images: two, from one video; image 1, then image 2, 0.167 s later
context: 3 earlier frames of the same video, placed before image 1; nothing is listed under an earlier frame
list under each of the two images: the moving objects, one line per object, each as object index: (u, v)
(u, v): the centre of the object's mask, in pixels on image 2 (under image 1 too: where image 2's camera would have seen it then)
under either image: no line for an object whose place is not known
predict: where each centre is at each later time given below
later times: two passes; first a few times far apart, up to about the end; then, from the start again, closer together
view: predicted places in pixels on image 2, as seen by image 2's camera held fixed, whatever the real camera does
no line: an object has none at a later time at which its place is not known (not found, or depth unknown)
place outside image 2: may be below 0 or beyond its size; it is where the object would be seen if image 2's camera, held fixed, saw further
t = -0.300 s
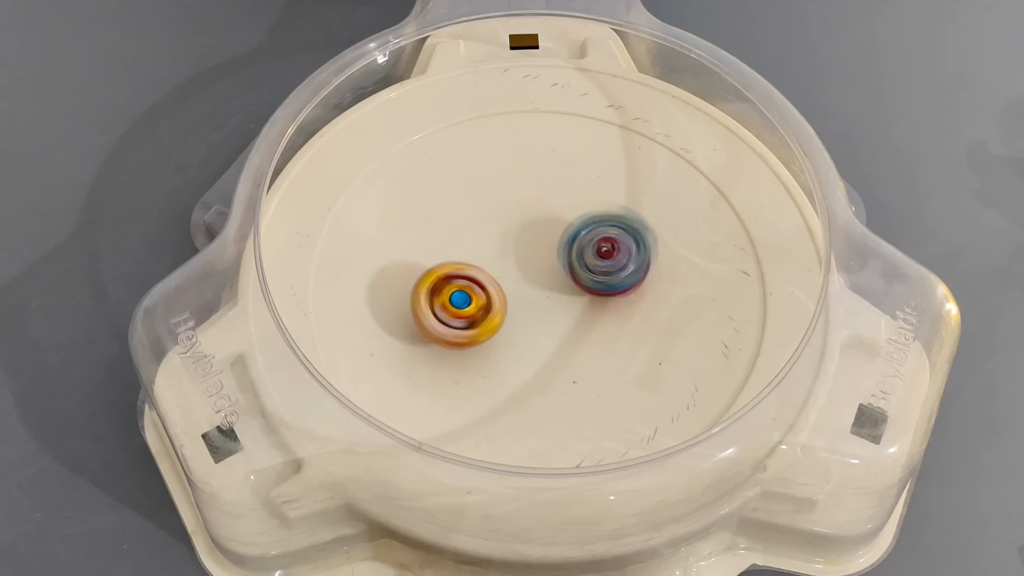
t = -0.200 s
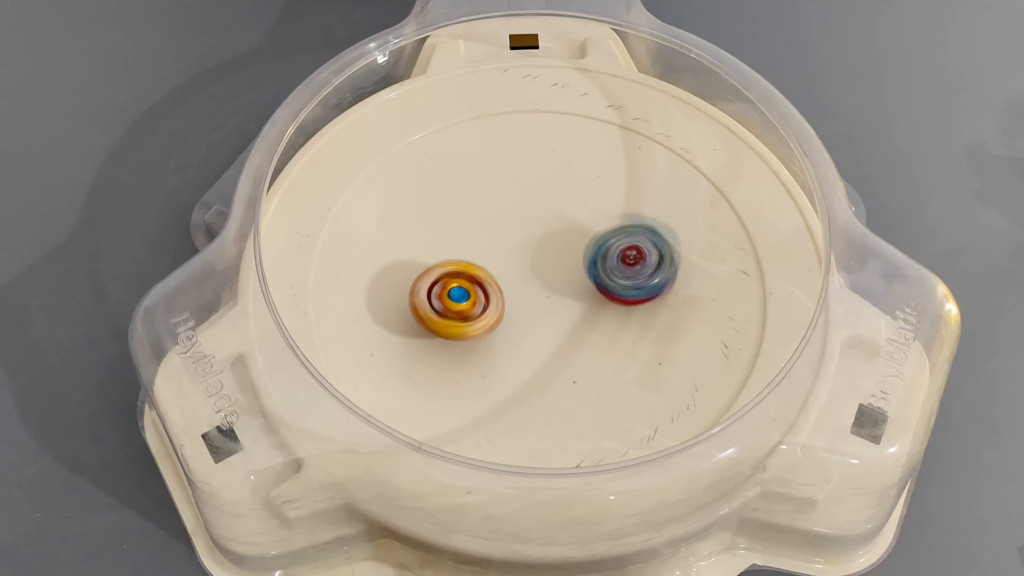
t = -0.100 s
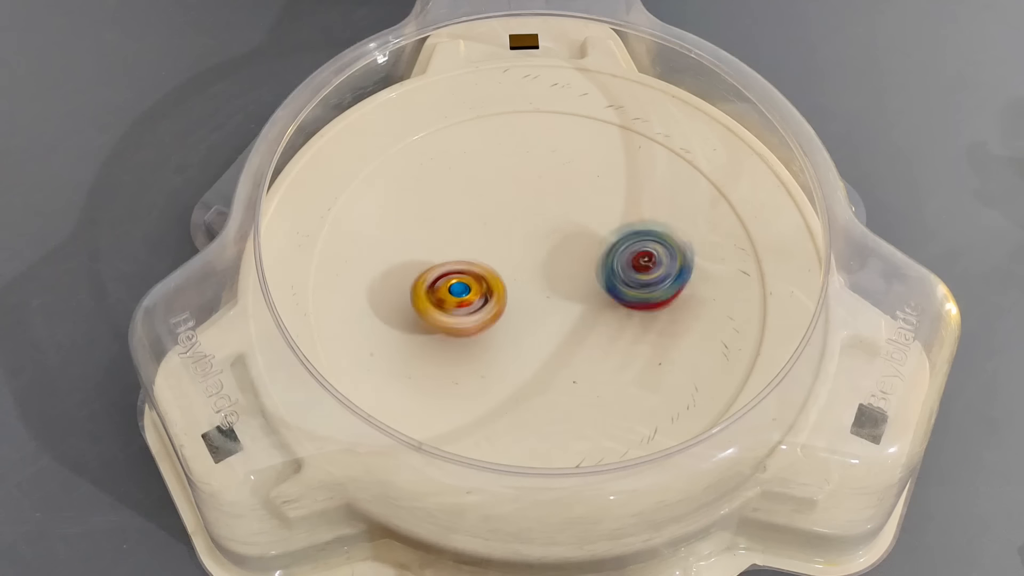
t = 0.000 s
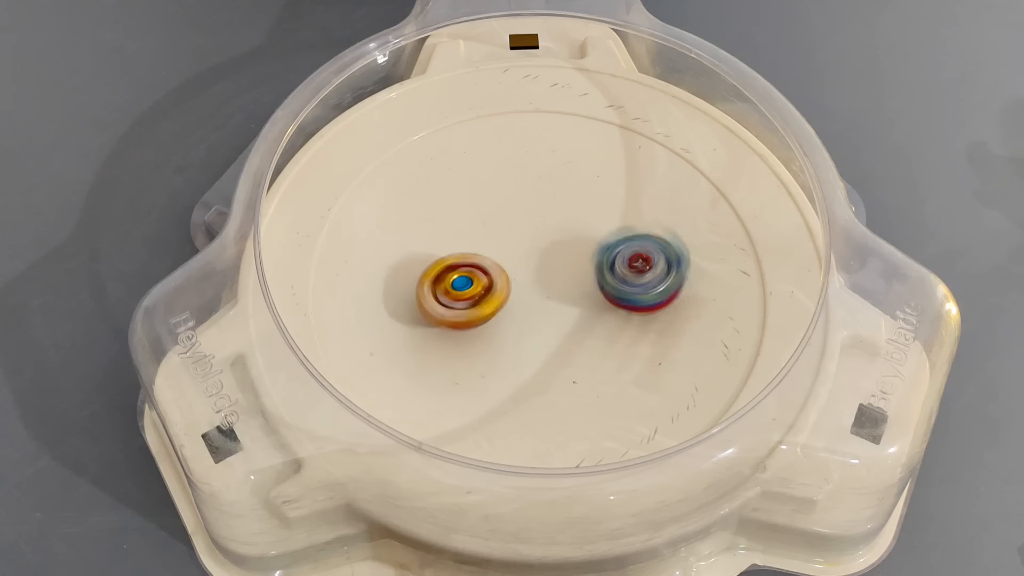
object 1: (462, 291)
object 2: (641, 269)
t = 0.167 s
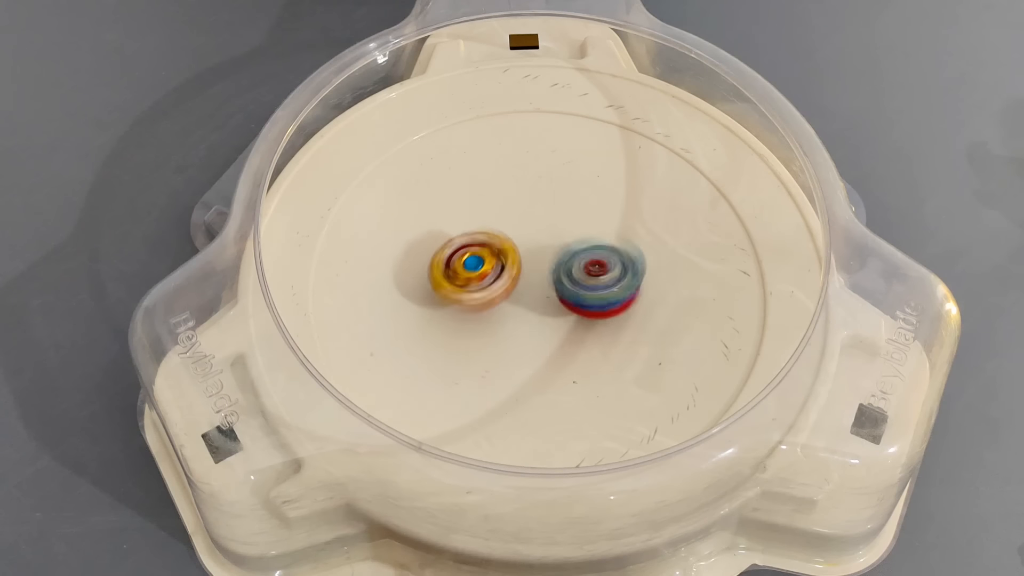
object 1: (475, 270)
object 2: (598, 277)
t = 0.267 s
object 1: (478, 249)
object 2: (571, 279)
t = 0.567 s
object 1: (456, 225)
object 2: (557, 274)
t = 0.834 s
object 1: (455, 222)
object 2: (592, 298)
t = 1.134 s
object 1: (492, 237)
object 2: (572, 313)
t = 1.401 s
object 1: (526, 211)
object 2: (565, 290)
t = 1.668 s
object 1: (521, 210)
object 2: (571, 285)
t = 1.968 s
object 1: (510, 230)
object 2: (563, 307)
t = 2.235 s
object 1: (510, 236)
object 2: (545, 325)
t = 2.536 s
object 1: (517, 262)
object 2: (563, 323)
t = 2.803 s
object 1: (526, 265)
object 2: (567, 322)
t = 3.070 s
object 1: (526, 265)
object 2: (567, 322)
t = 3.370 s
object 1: (526, 266)
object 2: (567, 322)
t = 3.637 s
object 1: (526, 266)
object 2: (567, 322)
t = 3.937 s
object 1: (526, 266)
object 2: (567, 322)
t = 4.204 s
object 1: (526, 266)
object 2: (566, 323)
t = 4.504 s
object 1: (526, 266)
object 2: (567, 322)
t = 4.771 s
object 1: (526, 266)
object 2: (566, 322)
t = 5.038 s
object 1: (526, 266)
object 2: (567, 322)
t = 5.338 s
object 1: (526, 266)
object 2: (566, 322)
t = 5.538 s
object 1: (526, 266)
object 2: (567, 322)
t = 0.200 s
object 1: (475, 264)
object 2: (589, 279)
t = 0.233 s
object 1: (476, 258)
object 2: (580, 279)
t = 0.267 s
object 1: (478, 249)
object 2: (571, 279)
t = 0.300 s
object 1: (467, 246)
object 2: (572, 280)
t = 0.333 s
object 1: (464, 240)
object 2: (572, 279)
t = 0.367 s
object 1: (459, 236)
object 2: (572, 280)
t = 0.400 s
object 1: (455, 231)
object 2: (568, 278)
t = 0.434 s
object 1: (453, 227)
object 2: (568, 278)
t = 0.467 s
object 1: (452, 228)
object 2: (566, 276)
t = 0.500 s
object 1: (454, 228)
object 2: (562, 276)
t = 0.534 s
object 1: (456, 226)
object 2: (561, 275)
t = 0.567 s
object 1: (456, 225)
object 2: (557, 274)
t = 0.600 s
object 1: (458, 225)
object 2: (554, 272)
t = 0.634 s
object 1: (460, 229)
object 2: (549, 271)
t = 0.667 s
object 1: (462, 231)
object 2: (549, 270)
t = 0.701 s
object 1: (465, 230)
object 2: (549, 272)
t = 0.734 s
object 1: (463, 230)
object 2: (557, 275)
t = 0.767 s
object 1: (457, 230)
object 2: (570, 286)
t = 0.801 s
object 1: (457, 223)
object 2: (583, 291)
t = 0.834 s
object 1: (455, 222)
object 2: (592, 298)
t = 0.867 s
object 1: (456, 224)
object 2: (596, 305)
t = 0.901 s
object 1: (460, 224)
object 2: (597, 310)
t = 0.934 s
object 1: (465, 224)
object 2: (597, 311)
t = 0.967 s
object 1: (464, 226)
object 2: (597, 312)
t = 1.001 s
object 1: (467, 228)
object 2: (595, 314)
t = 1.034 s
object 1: (472, 232)
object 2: (593, 315)
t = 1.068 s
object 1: (477, 233)
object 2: (589, 315)
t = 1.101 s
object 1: (486, 235)
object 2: (580, 315)
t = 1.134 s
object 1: (492, 237)
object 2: (572, 313)
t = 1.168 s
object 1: (500, 236)
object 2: (567, 310)
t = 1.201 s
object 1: (512, 235)
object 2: (566, 308)
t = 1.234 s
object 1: (514, 230)
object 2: (566, 310)
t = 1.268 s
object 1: (518, 226)
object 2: (564, 308)
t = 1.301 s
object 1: (523, 223)
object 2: (562, 302)
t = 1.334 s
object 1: (526, 218)
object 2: (563, 297)
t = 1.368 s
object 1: (529, 213)
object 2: (564, 293)
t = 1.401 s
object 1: (526, 211)
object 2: (565, 290)
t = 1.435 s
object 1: (528, 208)
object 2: (564, 284)
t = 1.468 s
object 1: (529, 206)
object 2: (564, 277)
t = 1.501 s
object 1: (528, 205)
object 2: (566, 276)
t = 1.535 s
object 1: (528, 205)
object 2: (565, 277)
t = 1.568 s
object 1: (526, 207)
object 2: (568, 277)
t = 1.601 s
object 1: (527, 209)
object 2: (573, 279)
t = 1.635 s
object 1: (528, 210)
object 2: (572, 282)
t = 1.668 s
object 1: (521, 210)
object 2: (571, 285)
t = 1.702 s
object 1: (515, 211)
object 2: (572, 290)
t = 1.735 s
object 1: (510, 220)
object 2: (571, 295)
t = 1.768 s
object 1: (514, 225)
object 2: (571, 297)
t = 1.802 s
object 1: (519, 228)
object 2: (568, 300)
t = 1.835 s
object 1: (520, 231)
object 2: (565, 301)
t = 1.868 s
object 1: (518, 228)
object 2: (566, 305)
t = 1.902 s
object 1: (511, 224)
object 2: (568, 310)
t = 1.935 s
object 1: (510, 226)
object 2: (566, 309)
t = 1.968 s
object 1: (510, 230)
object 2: (563, 307)
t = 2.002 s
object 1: (517, 233)
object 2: (558, 304)
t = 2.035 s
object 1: (522, 229)
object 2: (556, 304)
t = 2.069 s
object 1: (522, 222)
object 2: (553, 314)
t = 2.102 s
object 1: (517, 218)
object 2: (548, 322)
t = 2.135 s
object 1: (511, 220)
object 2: (547, 324)
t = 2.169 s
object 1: (509, 222)
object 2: (546, 325)
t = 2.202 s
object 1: (506, 229)
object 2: (545, 326)
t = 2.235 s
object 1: (510, 236)
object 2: (545, 325)
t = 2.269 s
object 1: (515, 242)
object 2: (543, 324)
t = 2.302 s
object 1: (519, 245)
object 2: (544, 324)
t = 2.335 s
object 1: (518, 244)
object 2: (545, 323)
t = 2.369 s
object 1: (517, 247)
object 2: (548, 323)
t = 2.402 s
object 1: (517, 248)
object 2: (553, 325)
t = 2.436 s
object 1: (516, 251)
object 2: (557, 326)
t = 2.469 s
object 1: (515, 253)
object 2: (559, 326)
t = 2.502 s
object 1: (516, 258)
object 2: (561, 325)
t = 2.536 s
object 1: (517, 262)
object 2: (563, 323)
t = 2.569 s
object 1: (520, 265)
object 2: (565, 322)
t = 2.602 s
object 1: (523, 265)
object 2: (567, 322)
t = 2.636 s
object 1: (526, 265)
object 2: (567, 322)
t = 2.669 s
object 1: (526, 265)
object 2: (567, 322)
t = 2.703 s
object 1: (526, 265)
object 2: (567, 322)
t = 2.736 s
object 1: (526, 265)
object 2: (567, 322)
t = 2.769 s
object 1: (526, 265)
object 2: (567, 322)
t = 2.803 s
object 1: (526, 265)
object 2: (567, 322)
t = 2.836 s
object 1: (526, 266)
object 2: (567, 322)
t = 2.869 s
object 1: (526, 266)
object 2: (567, 322)
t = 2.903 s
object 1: (526, 266)
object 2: (567, 322)
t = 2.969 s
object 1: (526, 265)
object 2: (567, 322)
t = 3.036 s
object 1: (526, 265)
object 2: (567, 322)
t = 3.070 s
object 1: (526, 265)
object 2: (567, 322)
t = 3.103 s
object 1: (526, 265)
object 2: (567, 322)
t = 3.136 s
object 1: (526, 265)
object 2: (567, 322)
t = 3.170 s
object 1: (526, 266)
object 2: (567, 322)
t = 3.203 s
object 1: (526, 266)
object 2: (567, 322)
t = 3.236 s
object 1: (526, 266)
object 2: (567, 322)
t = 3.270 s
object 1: (526, 266)
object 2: (567, 322)
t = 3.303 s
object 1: (526, 266)
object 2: (567, 322)
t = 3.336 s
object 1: (526, 266)
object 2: (567, 322)
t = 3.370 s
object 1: (526, 266)
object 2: (567, 322)
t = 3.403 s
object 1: (526, 266)
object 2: (567, 322)
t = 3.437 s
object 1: (526, 266)
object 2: (566, 322)
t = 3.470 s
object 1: (526, 266)
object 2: (566, 322)
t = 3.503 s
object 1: (526, 266)
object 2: (566, 322)
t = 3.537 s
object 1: (526, 266)
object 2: (567, 322)
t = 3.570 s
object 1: (526, 266)
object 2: (567, 322)
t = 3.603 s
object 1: (526, 266)
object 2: (567, 322)
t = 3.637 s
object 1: (526, 266)
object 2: (567, 322)
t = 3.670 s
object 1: (526, 266)
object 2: (566, 322)
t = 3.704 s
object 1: (526, 266)
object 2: (566, 322)
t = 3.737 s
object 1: (526, 266)
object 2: (566, 322)
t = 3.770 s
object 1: (526, 266)
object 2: (566, 322)
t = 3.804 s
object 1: (526, 266)
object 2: (566, 322)
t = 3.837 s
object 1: (526, 266)
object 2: (567, 323)
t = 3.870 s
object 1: (526, 266)
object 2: (567, 323)
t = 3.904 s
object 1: (526, 266)
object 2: (567, 322)
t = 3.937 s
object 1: (526, 266)
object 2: (567, 322)
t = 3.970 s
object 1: (526, 266)
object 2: (566, 323)
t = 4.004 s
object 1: (526, 266)
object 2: (567, 323)
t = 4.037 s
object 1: (526, 266)
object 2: (567, 323)
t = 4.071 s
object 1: (526, 266)
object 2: (566, 323)
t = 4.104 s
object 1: (526, 266)
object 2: (567, 323)
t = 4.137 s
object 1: (526, 266)
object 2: (566, 323)
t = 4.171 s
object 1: (526, 266)
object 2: (567, 323)
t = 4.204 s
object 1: (526, 266)
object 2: (566, 323)
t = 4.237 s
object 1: (526, 266)
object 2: (566, 323)
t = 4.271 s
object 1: (526, 266)
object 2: (566, 323)
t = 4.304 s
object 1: (526, 266)
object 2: (567, 322)
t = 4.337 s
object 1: (526, 266)
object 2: (567, 322)
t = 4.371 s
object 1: (526, 266)
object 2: (566, 323)
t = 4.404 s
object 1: (526, 266)
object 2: (567, 322)
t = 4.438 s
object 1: (526, 266)
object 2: (566, 323)
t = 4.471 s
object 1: (526, 266)
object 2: (566, 323)
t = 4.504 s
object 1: (526, 266)
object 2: (567, 322)
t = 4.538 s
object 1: (526, 266)
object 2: (566, 322)
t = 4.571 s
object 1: (526, 266)
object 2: (566, 323)
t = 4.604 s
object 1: (526, 266)
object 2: (566, 323)
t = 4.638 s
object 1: (526, 266)
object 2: (567, 323)
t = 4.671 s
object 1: (526, 266)
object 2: (566, 323)
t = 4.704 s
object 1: (526, 266)
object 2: (566, 322)
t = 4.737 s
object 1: (526, 266)
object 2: (566, 322)
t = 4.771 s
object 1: (526, 266)
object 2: (566, 322)
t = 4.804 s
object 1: (526, 266)
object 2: (566, 322)
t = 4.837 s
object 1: (526, 266)
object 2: (566, 322)
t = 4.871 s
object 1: (526, 266)
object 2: (566, 322)
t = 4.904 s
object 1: (526, 266)
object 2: (567, 322)
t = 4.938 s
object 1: (526, 266)
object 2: (567, 322)
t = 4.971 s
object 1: (526, 266)
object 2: (567, 322)
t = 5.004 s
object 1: (526, 266)
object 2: (567, 322)
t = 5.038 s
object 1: (526, 266)
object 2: (567, 322)
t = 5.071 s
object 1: (526, 266)
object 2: (566, 322)
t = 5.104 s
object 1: (526, 266)
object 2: (567, 322)
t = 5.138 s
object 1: (526, 266)
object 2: (566, 322)
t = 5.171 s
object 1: (526, 266)
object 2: (566, 323)
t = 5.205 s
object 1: (526, 266)
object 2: (567, 322)
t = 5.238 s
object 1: (526, 266)
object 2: (566, 322)
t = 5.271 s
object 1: (526, 266)
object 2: (567, 322)
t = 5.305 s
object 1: (526, 266)
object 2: (566, 323)
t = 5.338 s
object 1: (526, 266)
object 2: (566, 322)
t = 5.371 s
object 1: (526, 266)
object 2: (566, 322)
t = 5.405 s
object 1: (526, 266)
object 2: (566, 322)
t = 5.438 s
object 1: (526, 266)
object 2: (566, 322)
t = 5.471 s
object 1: (526, 266)
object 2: (566, 322)
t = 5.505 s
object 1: (526, 266)
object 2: (566, 322)
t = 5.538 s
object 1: (526, 266)
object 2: (567, 322)
